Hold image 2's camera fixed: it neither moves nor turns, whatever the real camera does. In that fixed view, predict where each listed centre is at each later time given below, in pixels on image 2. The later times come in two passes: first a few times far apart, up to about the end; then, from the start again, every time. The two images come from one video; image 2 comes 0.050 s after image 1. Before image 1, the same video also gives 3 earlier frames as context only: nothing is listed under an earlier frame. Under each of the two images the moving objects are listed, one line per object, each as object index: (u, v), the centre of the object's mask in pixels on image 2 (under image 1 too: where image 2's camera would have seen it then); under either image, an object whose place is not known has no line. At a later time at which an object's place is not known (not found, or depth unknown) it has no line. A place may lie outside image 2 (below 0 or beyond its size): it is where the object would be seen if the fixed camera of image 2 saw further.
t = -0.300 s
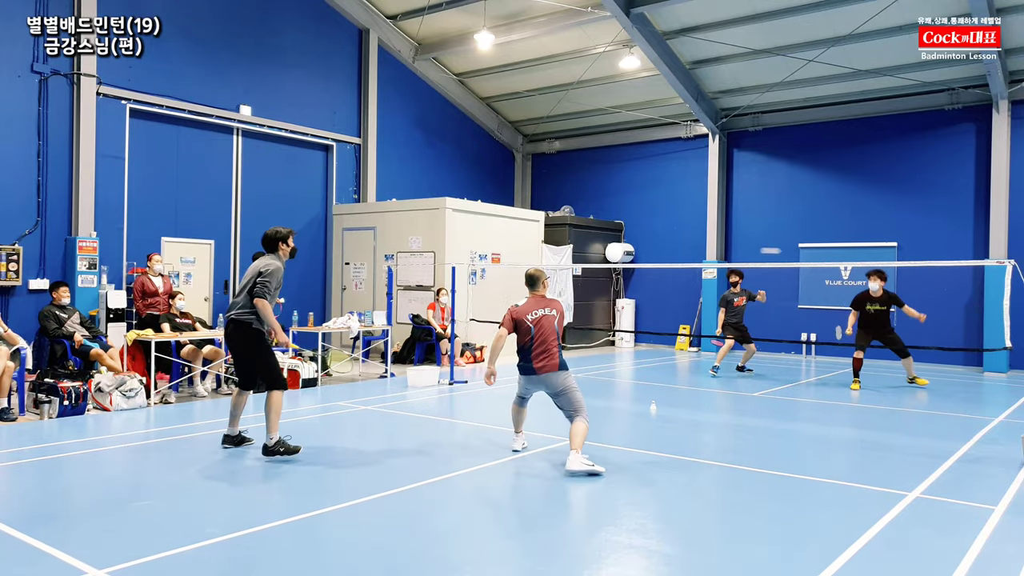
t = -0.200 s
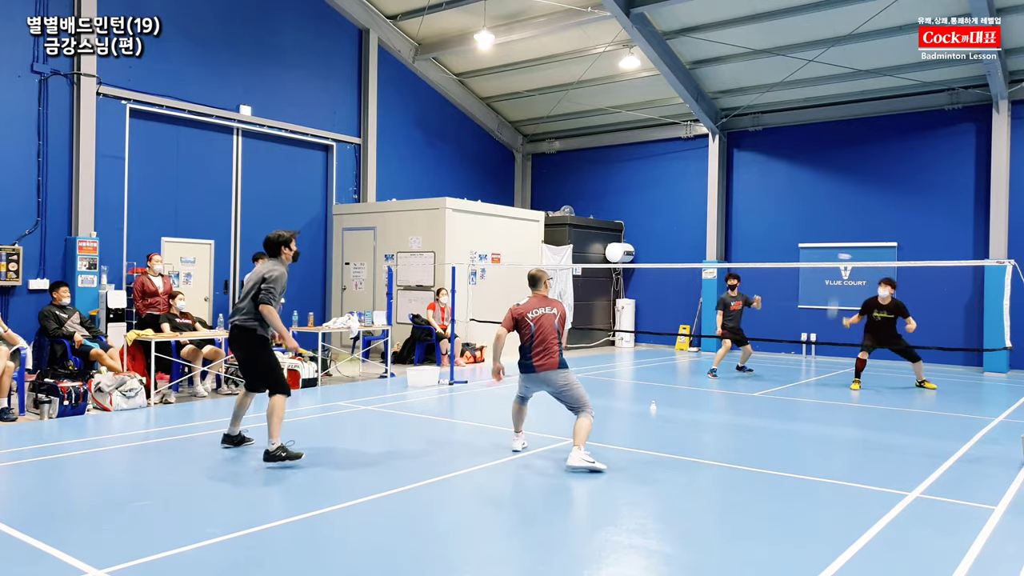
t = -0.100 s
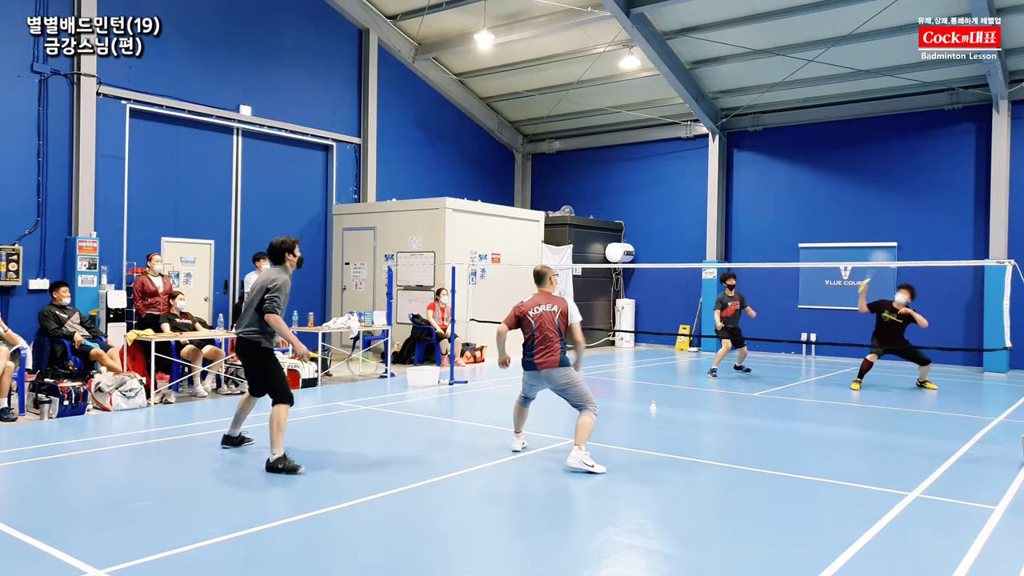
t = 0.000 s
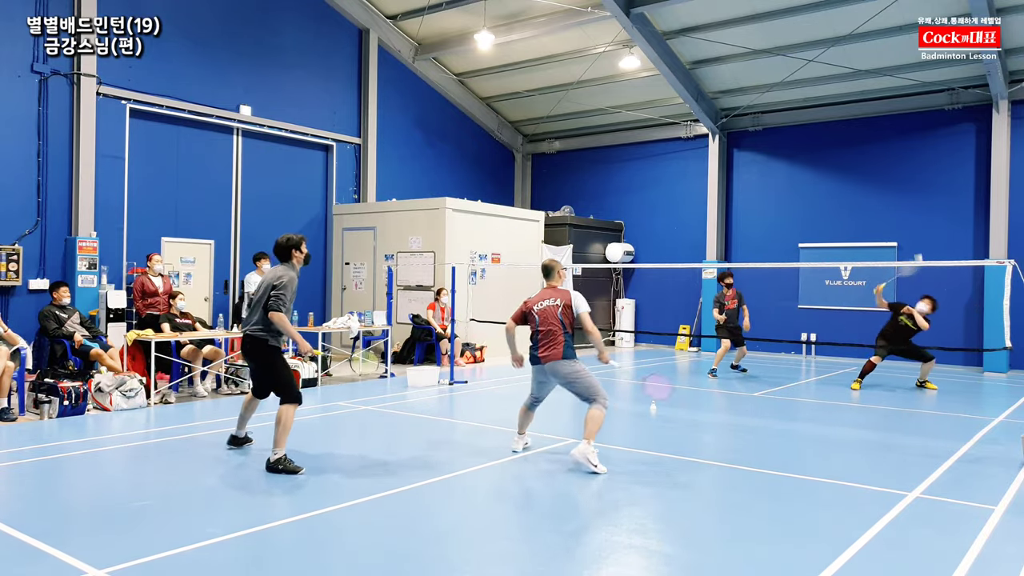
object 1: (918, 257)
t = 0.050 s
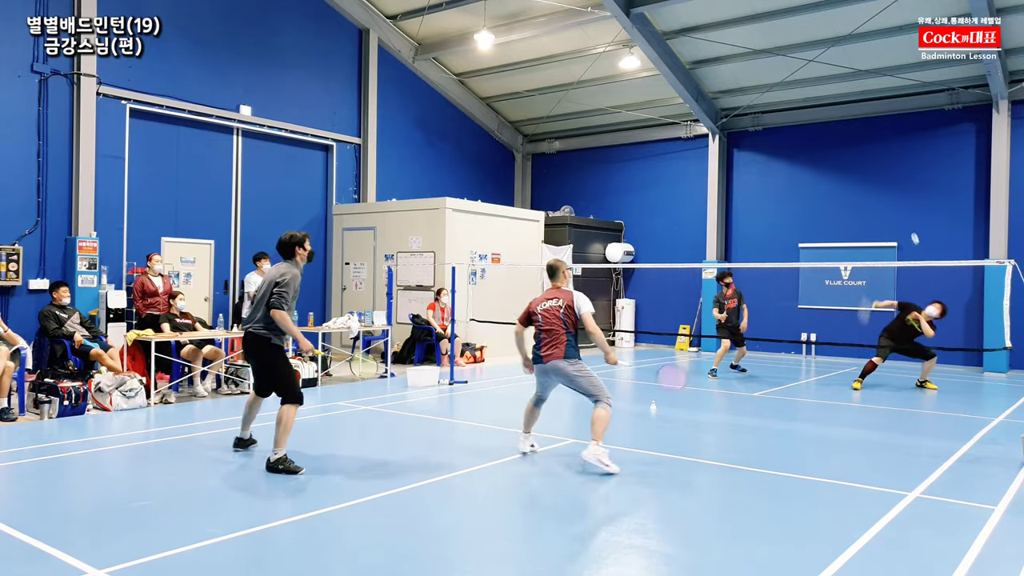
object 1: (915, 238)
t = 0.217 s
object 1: (908, 197)
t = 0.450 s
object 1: (896, 181)
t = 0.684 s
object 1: (883, 223)
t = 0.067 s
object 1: (912, 231)
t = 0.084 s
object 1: (911, 225)
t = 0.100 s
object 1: (909, 221)
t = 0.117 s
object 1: (908, 218)
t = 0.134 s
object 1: (908, 215)
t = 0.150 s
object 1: (908, 211)
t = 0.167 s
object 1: (908, 208)
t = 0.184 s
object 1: (908, 204)
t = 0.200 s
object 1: (908, 201)
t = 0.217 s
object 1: (908, 197)
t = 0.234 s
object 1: (908, 194)
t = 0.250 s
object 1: (907, 191)
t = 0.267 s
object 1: (906, 188)
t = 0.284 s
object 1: (906, 186)
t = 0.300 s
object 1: (905, 184)
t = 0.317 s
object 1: (904, 182)
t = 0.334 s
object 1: (903, 181)
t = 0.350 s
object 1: (902, 180)
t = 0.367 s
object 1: (901, 179)
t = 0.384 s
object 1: (899, 179)
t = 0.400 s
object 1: (899, 179)
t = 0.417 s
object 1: (898, 179)
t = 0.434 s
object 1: (897, 180)
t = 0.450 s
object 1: (896, 181)
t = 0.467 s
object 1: (896, 182)
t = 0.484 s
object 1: (895, 184)
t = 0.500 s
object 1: (894, 185)
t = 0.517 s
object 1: (893, 187)
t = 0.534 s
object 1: (892, 189)
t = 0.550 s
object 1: (891, 192)
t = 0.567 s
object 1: (891, 194)
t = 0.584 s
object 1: (890, 198)
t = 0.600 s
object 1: (889, 201)
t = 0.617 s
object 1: (888, 205)
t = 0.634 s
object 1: (887, 209)
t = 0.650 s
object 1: (885, 213)
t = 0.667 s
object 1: (884, 218)
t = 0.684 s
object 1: (883, 223)
